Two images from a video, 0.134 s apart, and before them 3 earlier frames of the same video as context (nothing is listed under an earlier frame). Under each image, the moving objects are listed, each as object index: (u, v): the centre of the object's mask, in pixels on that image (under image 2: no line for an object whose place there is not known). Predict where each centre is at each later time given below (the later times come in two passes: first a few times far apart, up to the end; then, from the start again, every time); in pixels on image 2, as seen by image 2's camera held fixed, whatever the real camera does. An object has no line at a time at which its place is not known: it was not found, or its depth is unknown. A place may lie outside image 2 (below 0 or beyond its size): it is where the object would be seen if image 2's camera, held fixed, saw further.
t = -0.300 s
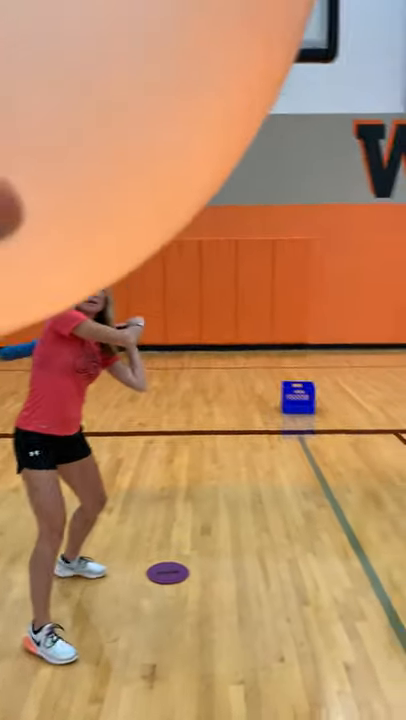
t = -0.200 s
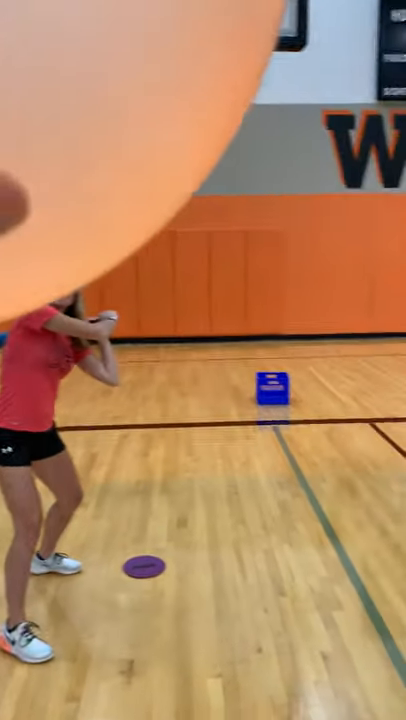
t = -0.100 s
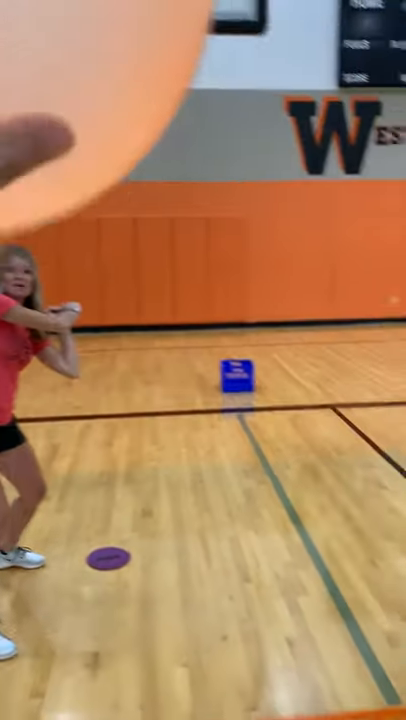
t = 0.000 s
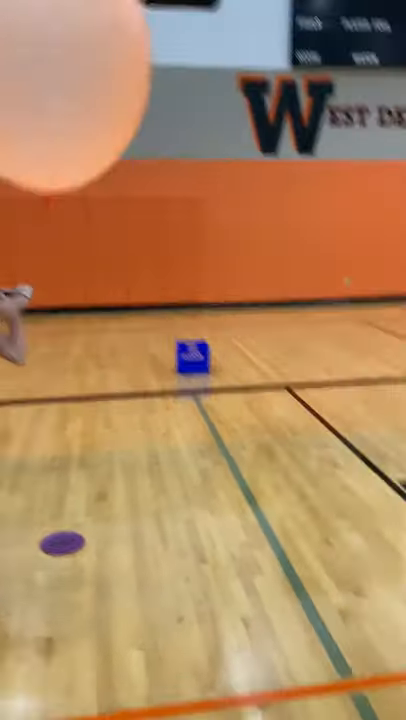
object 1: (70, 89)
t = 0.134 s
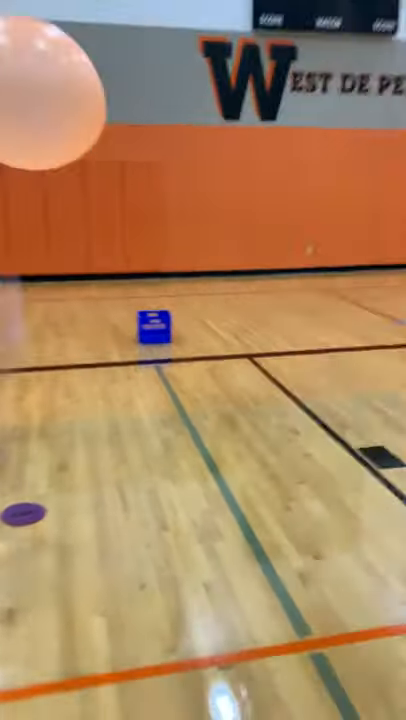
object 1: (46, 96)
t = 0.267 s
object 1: (33, 164)
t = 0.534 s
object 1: (23, 258)
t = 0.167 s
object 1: (45, 113)
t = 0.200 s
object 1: (41, 129)
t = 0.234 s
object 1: (37, 147)
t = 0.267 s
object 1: (33, 164)
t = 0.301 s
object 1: (29, 180)
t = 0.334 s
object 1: (26, 194)
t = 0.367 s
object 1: (25, 207)
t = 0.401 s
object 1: (25, 219)
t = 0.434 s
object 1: (24, 229)
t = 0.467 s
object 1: (24, 240)
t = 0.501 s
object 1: (24, 249)
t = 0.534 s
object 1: (23, 258)
